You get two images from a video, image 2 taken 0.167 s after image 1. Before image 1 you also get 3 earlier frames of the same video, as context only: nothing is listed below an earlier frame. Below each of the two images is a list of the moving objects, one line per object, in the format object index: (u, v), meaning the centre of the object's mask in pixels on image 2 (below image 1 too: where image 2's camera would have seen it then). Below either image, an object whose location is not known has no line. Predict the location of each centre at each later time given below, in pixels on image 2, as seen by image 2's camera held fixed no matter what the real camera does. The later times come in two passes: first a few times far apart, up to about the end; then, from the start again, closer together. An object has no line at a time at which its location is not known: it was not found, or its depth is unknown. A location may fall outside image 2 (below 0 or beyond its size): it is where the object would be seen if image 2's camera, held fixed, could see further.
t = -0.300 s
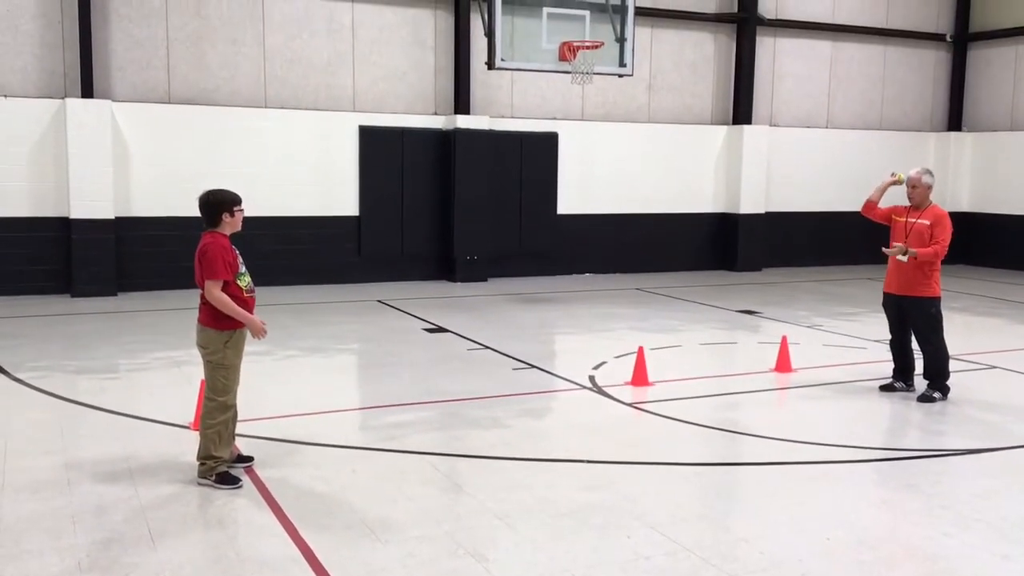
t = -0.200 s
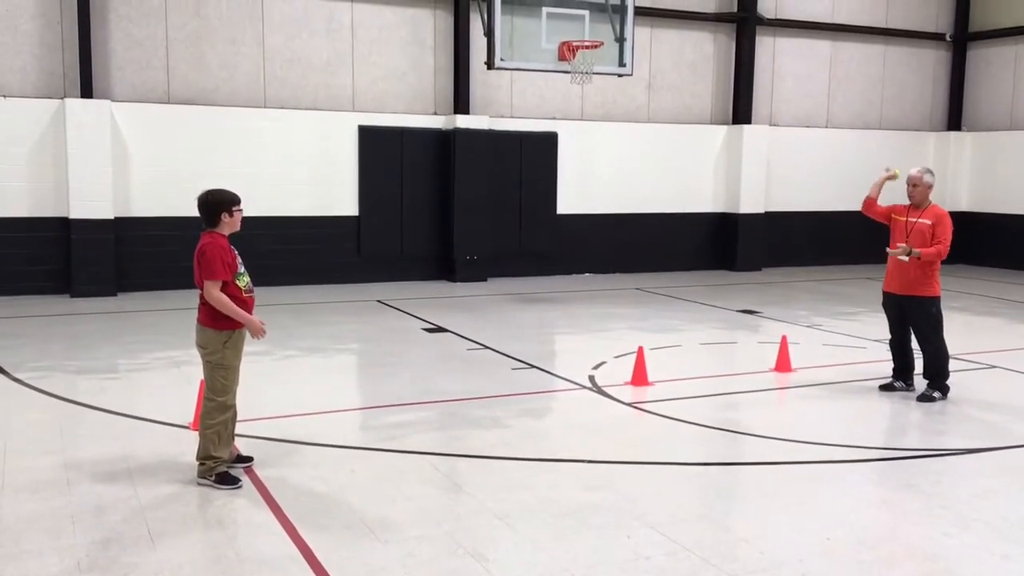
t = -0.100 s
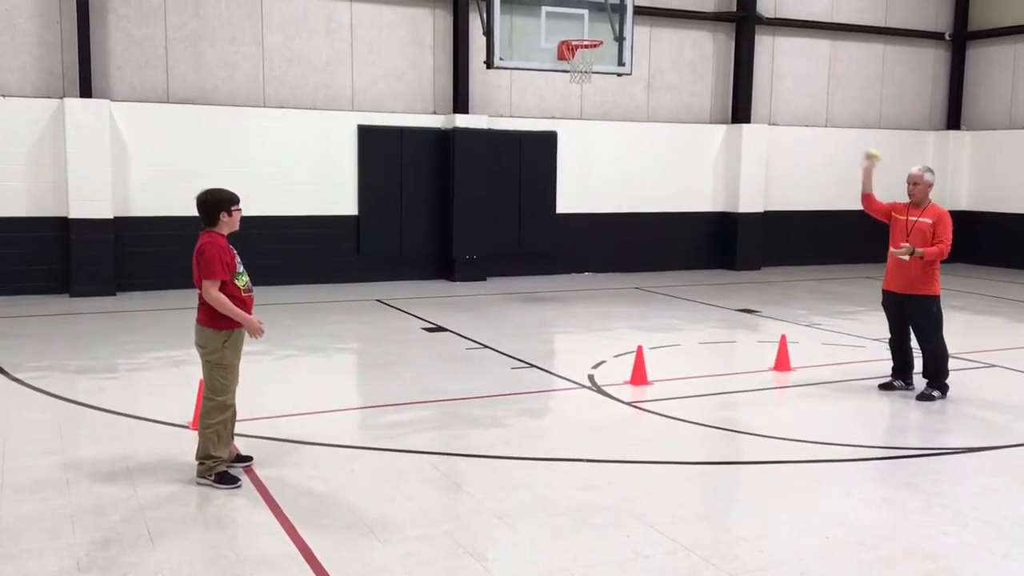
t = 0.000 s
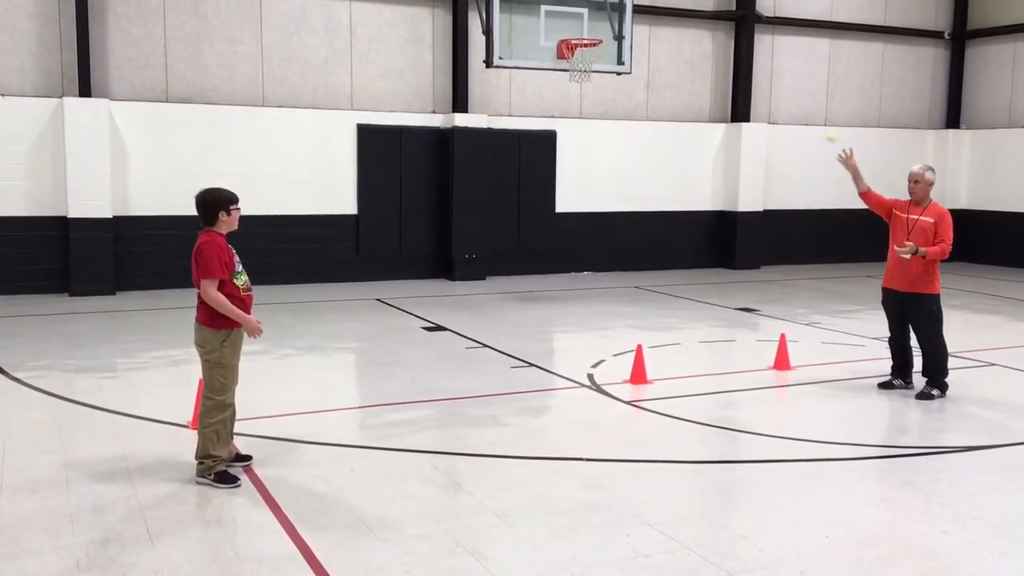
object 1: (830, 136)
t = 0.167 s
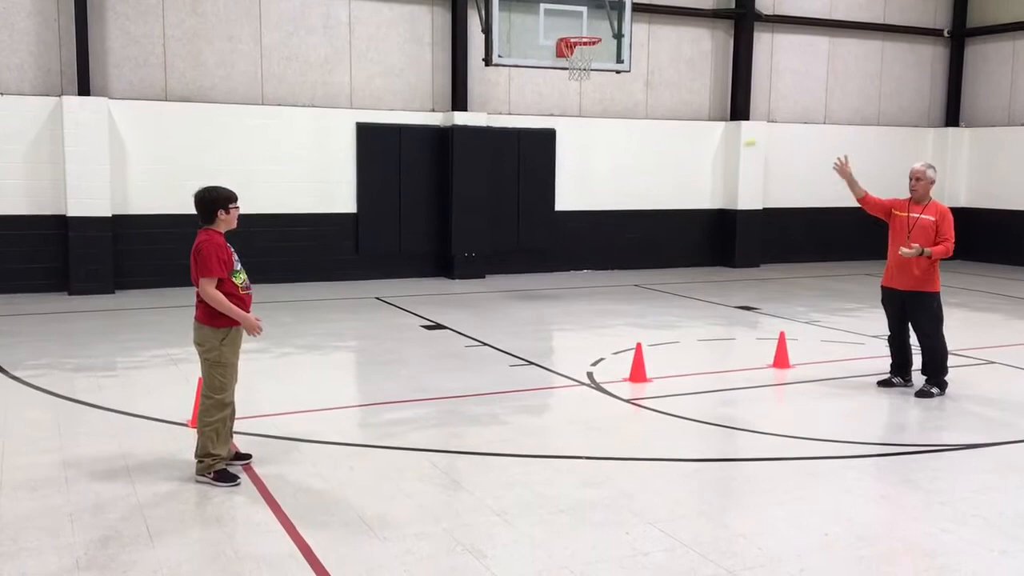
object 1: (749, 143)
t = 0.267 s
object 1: (698, 167)
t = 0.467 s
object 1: (588, 262)
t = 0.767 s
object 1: (436, 380)
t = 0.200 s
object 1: (733, 147)
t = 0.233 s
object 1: (716, 156)
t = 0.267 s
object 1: (698, 167)
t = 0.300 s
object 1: (680, 178)
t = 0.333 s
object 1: (662, 193)
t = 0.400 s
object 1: (625, 224)
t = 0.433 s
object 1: (606, 243)
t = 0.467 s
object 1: (588, 262)
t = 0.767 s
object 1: (436, 380)
